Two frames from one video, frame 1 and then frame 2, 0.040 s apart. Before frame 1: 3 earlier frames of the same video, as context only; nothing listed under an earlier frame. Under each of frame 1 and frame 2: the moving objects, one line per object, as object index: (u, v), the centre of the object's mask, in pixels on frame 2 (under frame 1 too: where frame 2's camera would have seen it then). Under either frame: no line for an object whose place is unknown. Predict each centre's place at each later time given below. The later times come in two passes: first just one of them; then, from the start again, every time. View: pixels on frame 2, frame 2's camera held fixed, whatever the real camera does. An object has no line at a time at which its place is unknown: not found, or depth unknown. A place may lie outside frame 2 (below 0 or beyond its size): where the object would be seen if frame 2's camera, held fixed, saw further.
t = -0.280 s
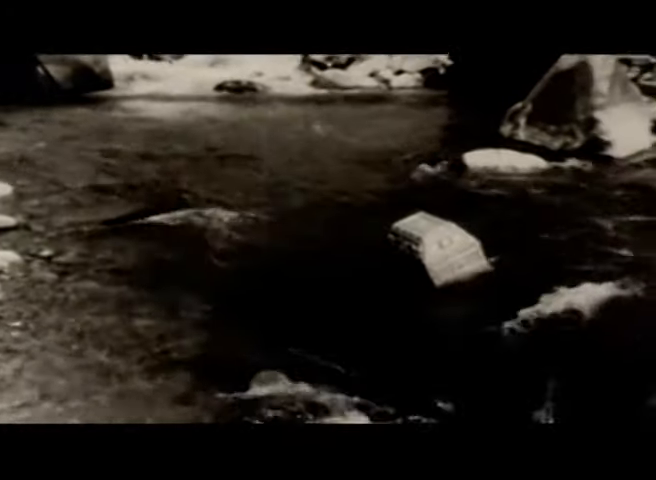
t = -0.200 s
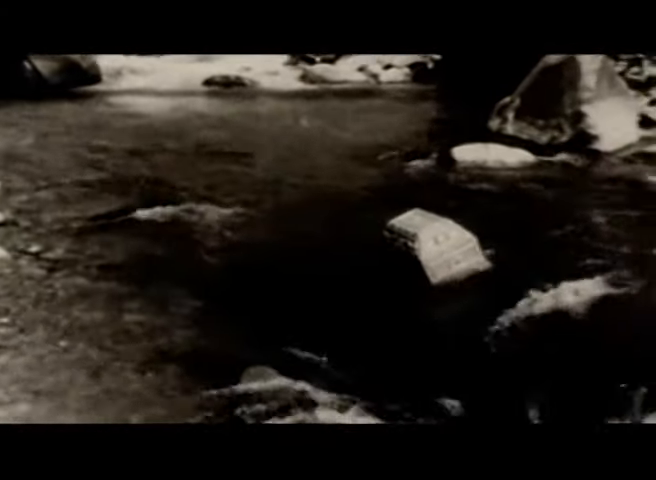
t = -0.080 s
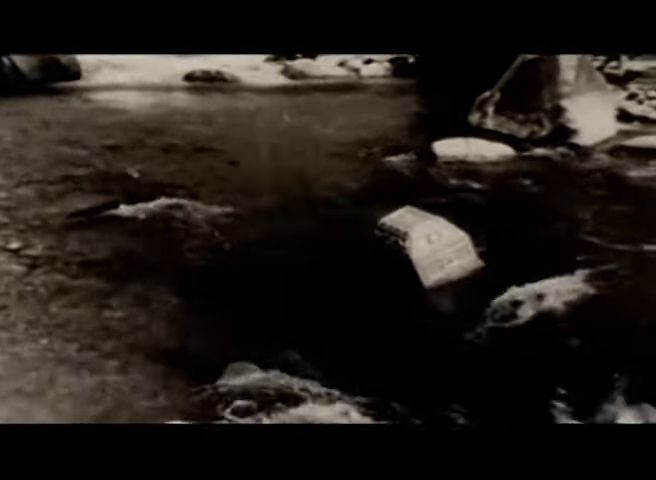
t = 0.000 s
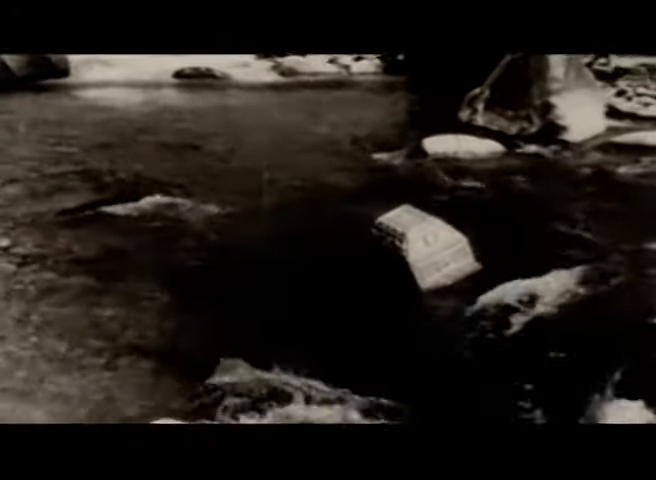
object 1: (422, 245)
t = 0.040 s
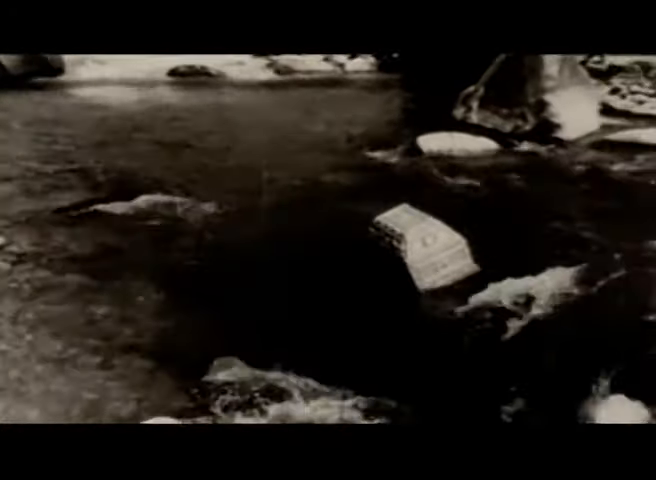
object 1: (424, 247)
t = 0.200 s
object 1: (435, 257)
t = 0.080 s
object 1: (427, 249)
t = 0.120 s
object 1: (430, 252)
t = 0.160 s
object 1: (433, 255)
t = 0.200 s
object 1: (435, 257)
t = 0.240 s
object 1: (438, 260)
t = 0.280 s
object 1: (441, 263)
